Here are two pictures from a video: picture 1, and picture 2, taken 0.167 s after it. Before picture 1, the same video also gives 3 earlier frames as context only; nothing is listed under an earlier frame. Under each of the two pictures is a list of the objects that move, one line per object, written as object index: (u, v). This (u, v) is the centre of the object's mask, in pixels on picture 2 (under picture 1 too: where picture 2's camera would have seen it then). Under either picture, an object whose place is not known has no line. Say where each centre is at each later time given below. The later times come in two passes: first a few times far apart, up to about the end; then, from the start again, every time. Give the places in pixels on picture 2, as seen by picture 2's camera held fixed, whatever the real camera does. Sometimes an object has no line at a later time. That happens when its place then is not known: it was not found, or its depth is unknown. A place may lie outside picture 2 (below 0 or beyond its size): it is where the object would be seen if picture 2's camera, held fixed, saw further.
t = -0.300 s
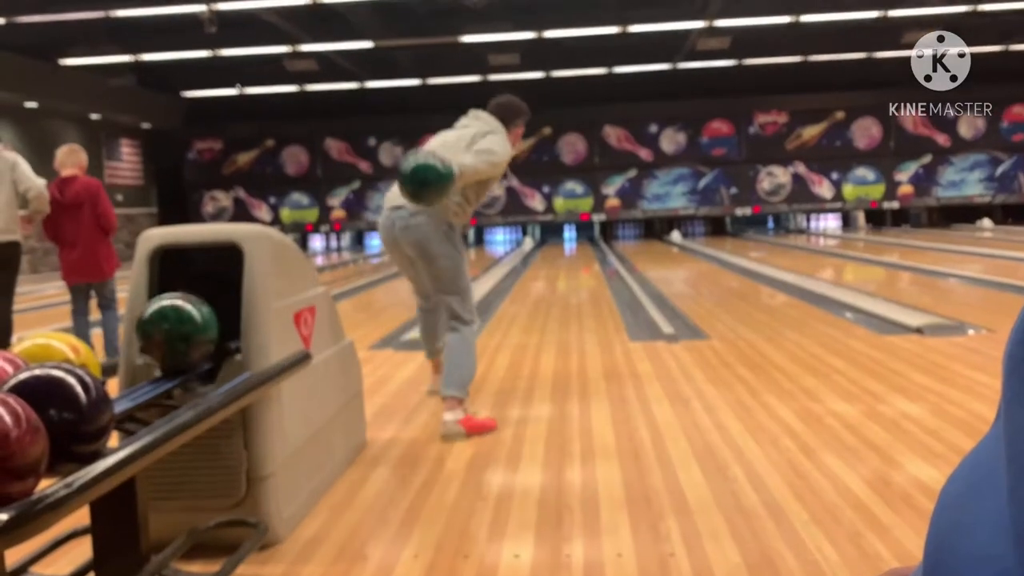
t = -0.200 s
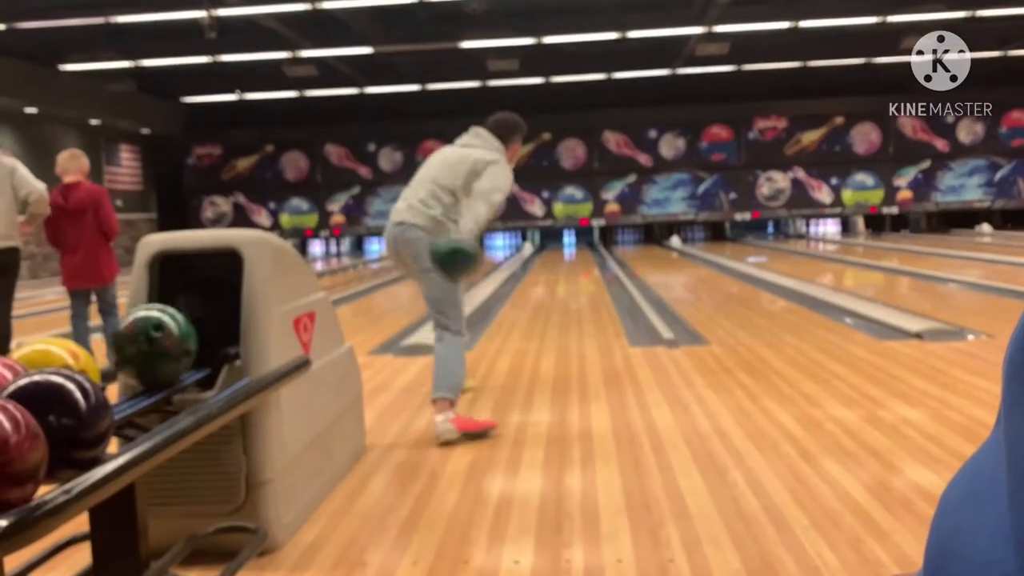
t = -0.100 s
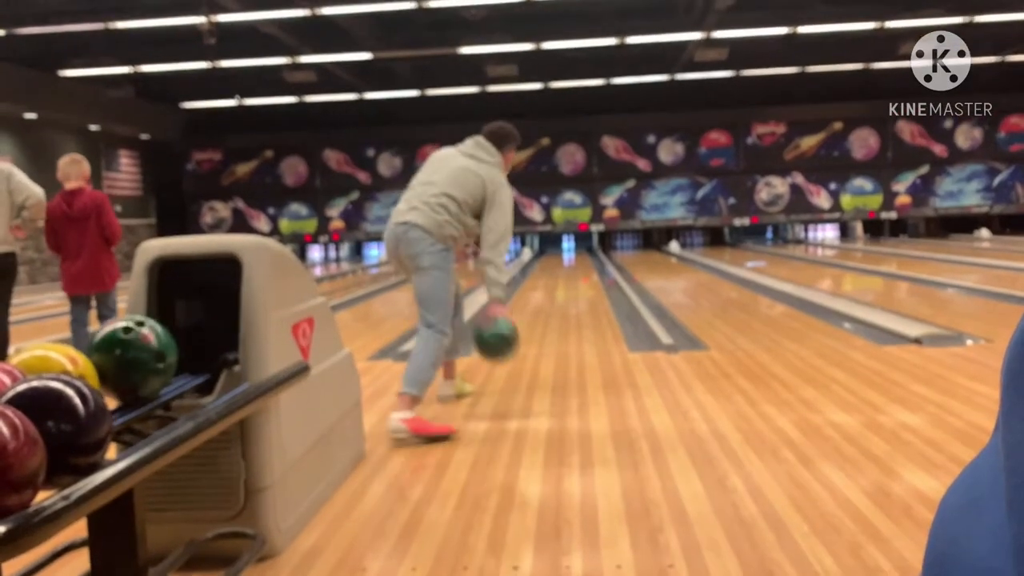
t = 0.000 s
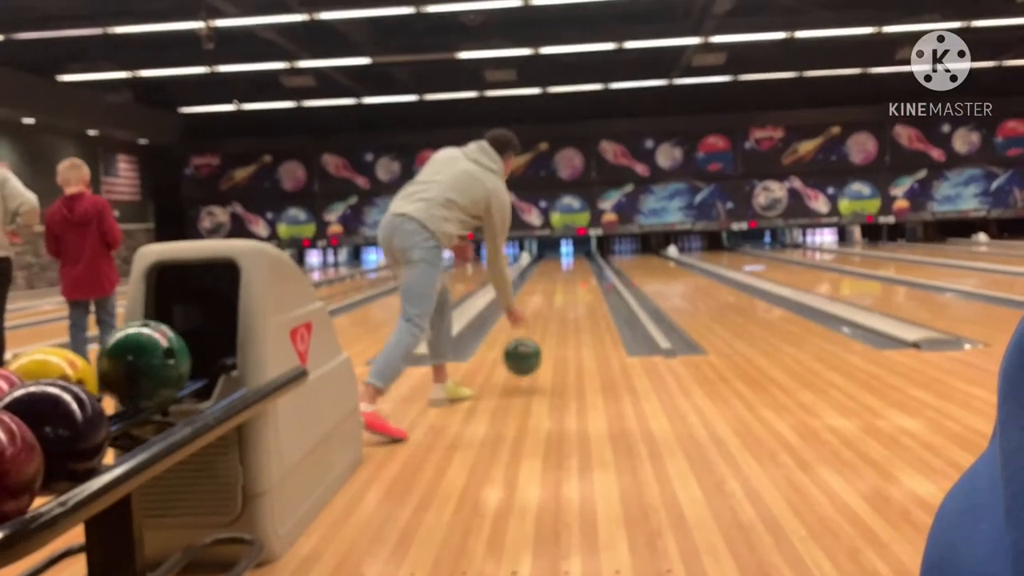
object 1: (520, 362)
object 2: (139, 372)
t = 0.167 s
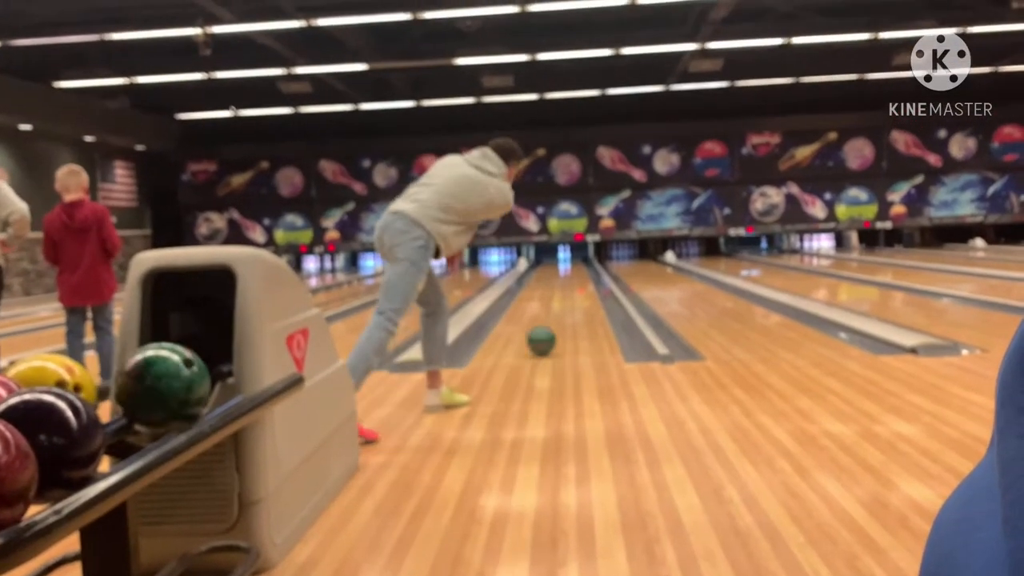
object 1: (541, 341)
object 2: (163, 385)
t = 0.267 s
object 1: (549, 327)
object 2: (158, 387)
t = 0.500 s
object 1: (562, 306)
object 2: (152, 392)
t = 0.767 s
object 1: (571, 290)
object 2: (150, 393)
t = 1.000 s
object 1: (576, 281)
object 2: (147, 395)
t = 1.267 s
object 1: (580, 274)
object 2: (142, 398)
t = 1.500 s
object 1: (583, 269)
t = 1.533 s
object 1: (583, 268)
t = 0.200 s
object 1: (544, 336)
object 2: (162, 387)
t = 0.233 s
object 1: (546, 332)
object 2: (160, 388)
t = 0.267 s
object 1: (549, 327)
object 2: (158, 387)
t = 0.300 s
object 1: (551, 323)
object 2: (157, 389)
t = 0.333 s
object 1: (553, 320)
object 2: (157, 389)
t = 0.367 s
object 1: (555, 317)
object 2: (155, 389)
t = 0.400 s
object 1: (557, 314)
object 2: (154, 390)
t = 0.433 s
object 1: (559, 310)
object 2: (153, 391)
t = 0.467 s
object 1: (560, 308)
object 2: (152, 392)
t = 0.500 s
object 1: (562, 306)
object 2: (152, 392)
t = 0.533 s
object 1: (564, 303)
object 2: (151, 393)
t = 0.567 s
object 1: (565, 301)
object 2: (151, 393)
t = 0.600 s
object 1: (566, 299)
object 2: (151, 394)
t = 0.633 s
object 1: (567, 297)
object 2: (151, 394)
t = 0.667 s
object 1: (568, 295)
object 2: (151, 393)
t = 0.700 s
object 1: (569, 294)
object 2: (151, 393)
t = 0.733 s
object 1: (570, 292)
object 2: (151, 394)
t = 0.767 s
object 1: (571, 290)
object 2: (150, 393)
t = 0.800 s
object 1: (572, 288)
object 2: (150, 393)
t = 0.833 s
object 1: (573, 287)
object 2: (149, 394)
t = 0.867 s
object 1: (573, 285)
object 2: (149, 393)
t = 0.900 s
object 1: (574, 284)
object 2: (148, 394)
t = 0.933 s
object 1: (575, 283)
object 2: (148, 395)
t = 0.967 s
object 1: (576, 282)
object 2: (147, 395)
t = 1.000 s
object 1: (576, 281)
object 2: (147, 395)
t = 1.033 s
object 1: (576, 280)
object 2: (146, 395)
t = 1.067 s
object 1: (577, 279)
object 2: (146, 395)
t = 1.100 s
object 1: (577, 279)
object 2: (144, 396)
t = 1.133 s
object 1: (578, 277)
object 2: (144, 395)
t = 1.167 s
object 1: (578, 276)
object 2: (142, 398)
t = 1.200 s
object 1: (579, 275)
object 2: (143, 396)
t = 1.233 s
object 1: (580, 275)
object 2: (142, 398)
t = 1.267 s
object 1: (580, 274)
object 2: (142, 398)
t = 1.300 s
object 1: (581, 273)
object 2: (140, 398)
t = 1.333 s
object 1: (581, 273)
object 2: (140, 398)
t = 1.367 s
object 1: (581, 273)
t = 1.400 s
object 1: (582, 272)
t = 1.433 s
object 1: (583, 271)
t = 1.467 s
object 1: (583, 270)
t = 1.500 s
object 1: (583, 269)
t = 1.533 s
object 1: (583, 268)
